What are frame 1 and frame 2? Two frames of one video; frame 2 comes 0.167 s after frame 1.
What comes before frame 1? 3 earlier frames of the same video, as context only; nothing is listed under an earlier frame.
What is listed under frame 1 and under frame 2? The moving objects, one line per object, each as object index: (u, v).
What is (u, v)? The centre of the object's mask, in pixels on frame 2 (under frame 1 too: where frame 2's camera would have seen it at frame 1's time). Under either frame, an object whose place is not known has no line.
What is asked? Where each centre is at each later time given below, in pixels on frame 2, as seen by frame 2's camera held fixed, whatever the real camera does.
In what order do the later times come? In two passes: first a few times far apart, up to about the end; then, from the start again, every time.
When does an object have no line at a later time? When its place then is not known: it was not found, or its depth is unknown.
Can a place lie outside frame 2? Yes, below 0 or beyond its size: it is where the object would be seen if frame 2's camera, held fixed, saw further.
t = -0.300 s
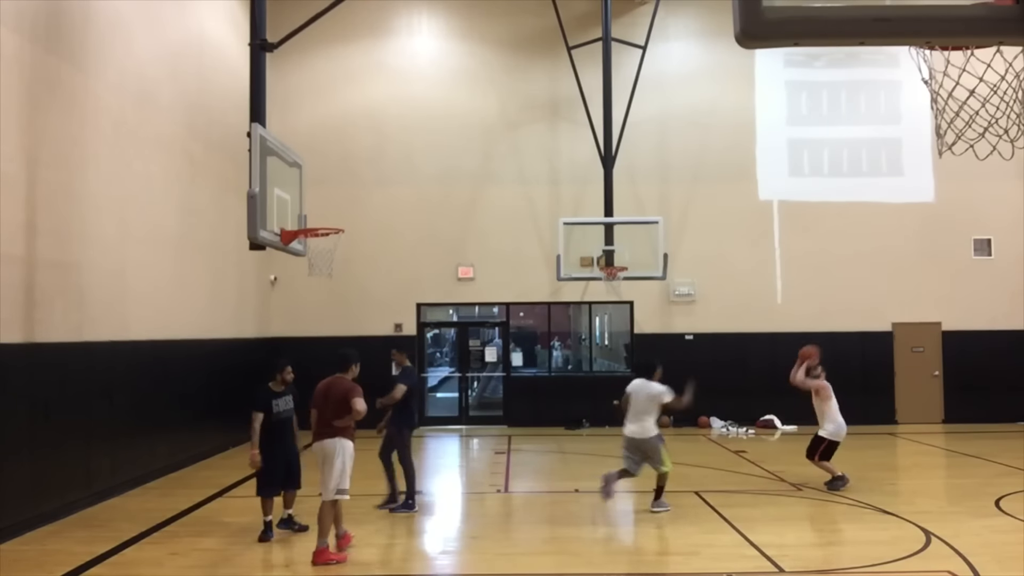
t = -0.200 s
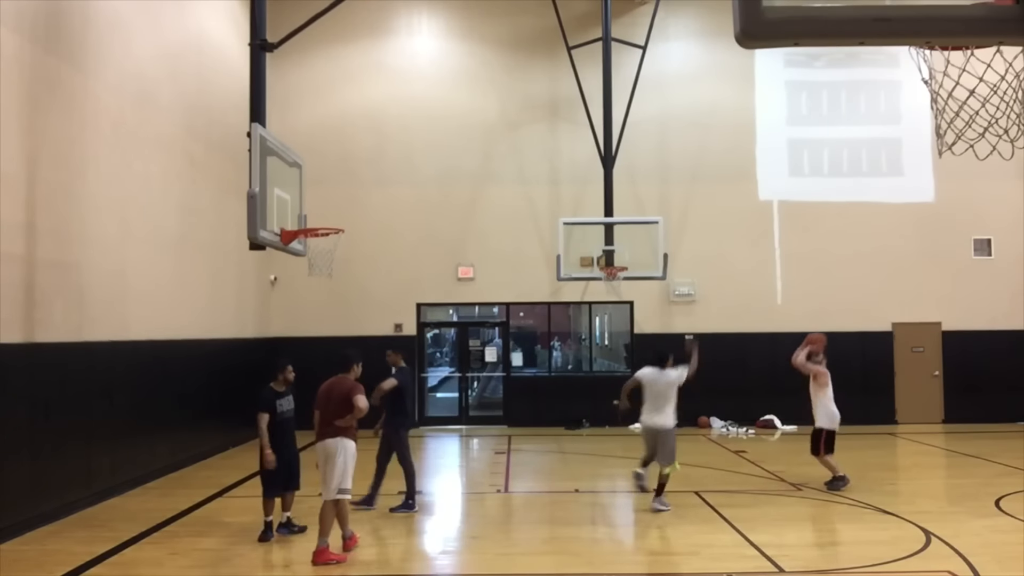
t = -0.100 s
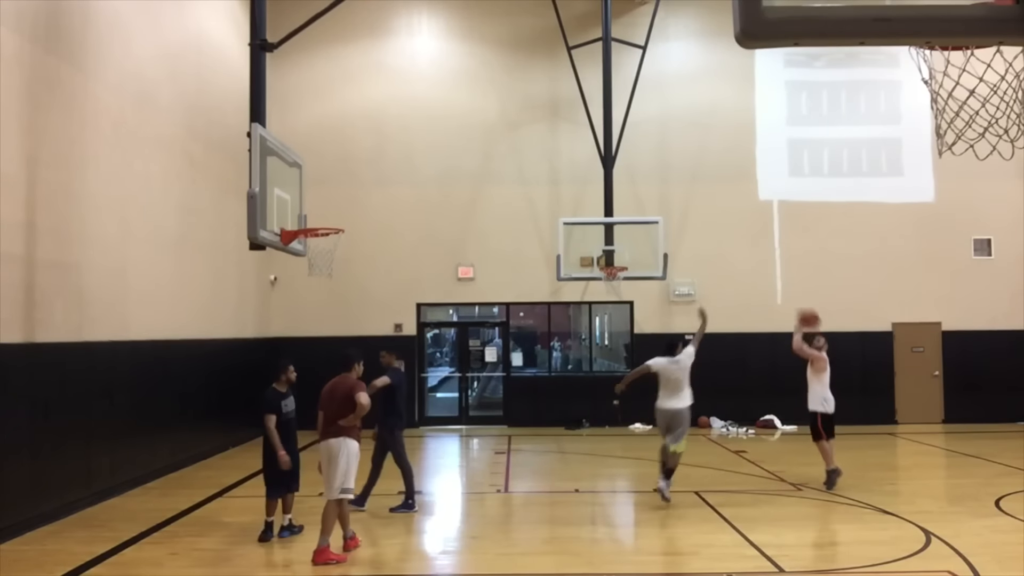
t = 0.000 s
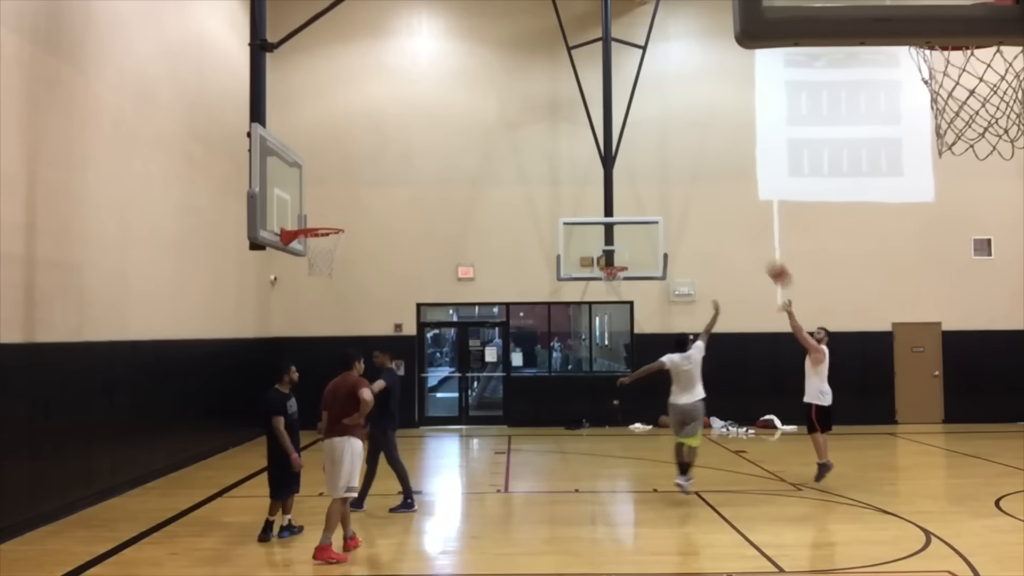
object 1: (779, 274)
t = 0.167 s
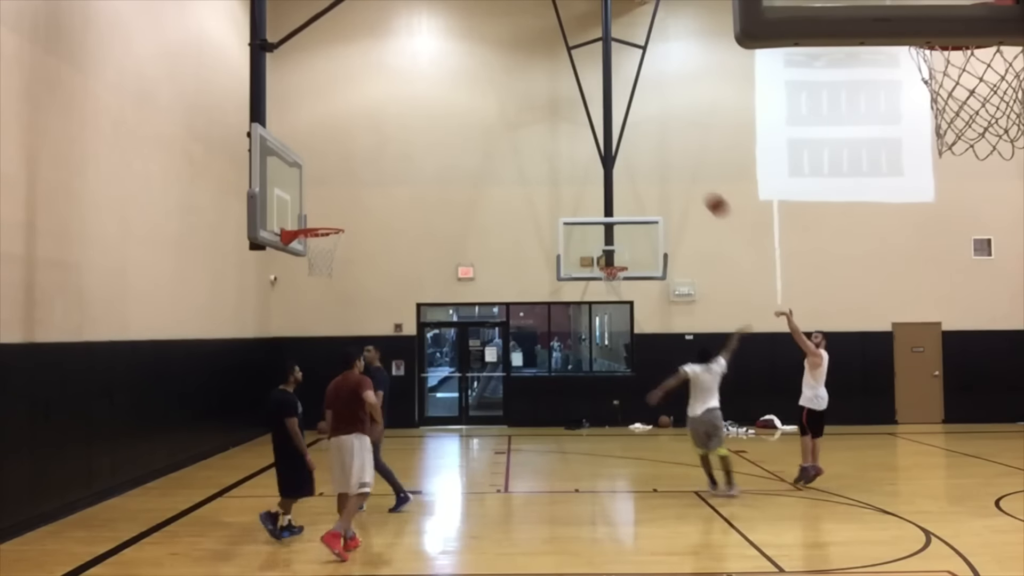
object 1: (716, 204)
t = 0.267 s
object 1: (678, 172)
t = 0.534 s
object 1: (576, 124)
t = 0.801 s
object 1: (468, 133)
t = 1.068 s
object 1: (355, 206)
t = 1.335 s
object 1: (304, 201)
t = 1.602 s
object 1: (358, 220)
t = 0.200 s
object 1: (704, 193)
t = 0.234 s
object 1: (691, 182)
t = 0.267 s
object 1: (678, 172)
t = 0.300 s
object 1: (666, 164)
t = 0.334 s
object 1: (654, 155)
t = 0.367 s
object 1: (641, 148)
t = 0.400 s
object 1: (629, 142)
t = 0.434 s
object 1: (615, 135)
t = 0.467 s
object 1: (603, 131)
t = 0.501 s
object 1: (589, 127)
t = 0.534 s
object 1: (576, 124)
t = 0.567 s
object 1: (563, 122)
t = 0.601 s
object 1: (550, 121)
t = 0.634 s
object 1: (536, 121)
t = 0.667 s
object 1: (523, 122)
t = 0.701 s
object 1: (510, 123)
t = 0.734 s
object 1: (496, 125)
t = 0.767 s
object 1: (483, 129)
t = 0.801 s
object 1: (468, 133)
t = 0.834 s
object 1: (455, 139)
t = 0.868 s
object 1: (441, 145)
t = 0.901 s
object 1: (427, 153)
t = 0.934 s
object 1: (413, 161)
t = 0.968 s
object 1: (399, 171)
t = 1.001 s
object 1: (384, 182)
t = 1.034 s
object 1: (370, 193)
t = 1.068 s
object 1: (355, 206)
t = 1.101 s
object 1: (342, 218)
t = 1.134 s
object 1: (331, 219)
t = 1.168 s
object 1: (322, 214)
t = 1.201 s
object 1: (314, 211)
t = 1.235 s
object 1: (304, 208)
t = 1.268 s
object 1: (295, 207)
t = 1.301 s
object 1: (297, 204)
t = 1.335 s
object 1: (304, 201)
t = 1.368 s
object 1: (310, 200)
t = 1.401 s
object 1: (317, 200)
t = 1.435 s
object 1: (323, 201)
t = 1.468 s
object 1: (330, 203)
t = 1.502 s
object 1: (337, 205)
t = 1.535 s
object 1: (344, 209)
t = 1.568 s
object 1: (351, 214)
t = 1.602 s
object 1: (358, 220)
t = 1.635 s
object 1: (365, 227)
